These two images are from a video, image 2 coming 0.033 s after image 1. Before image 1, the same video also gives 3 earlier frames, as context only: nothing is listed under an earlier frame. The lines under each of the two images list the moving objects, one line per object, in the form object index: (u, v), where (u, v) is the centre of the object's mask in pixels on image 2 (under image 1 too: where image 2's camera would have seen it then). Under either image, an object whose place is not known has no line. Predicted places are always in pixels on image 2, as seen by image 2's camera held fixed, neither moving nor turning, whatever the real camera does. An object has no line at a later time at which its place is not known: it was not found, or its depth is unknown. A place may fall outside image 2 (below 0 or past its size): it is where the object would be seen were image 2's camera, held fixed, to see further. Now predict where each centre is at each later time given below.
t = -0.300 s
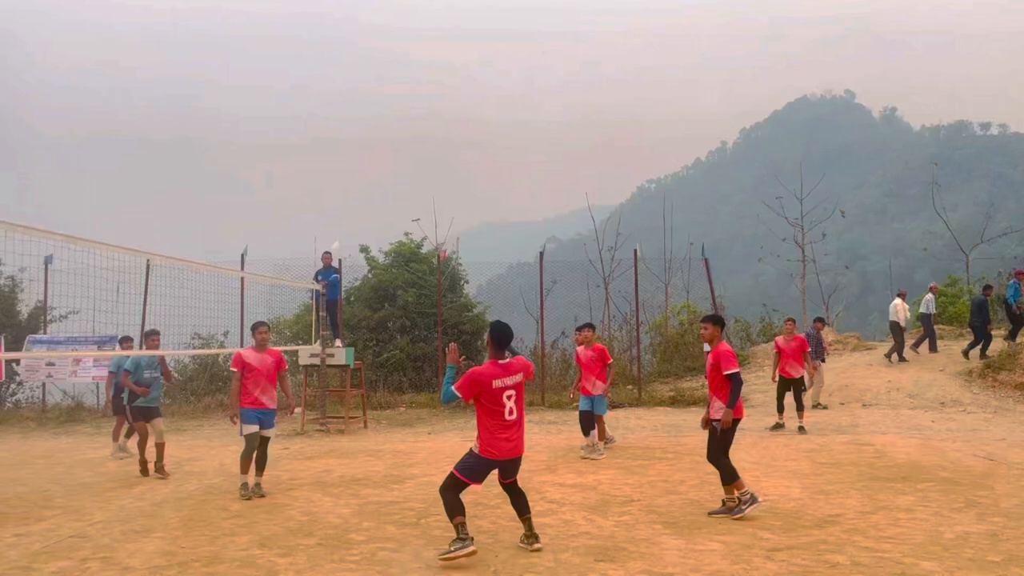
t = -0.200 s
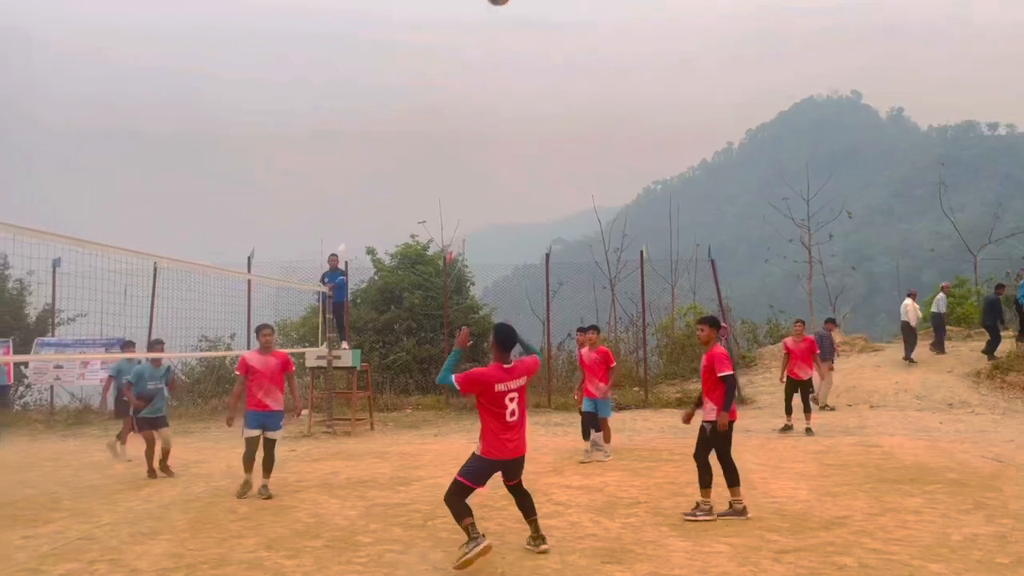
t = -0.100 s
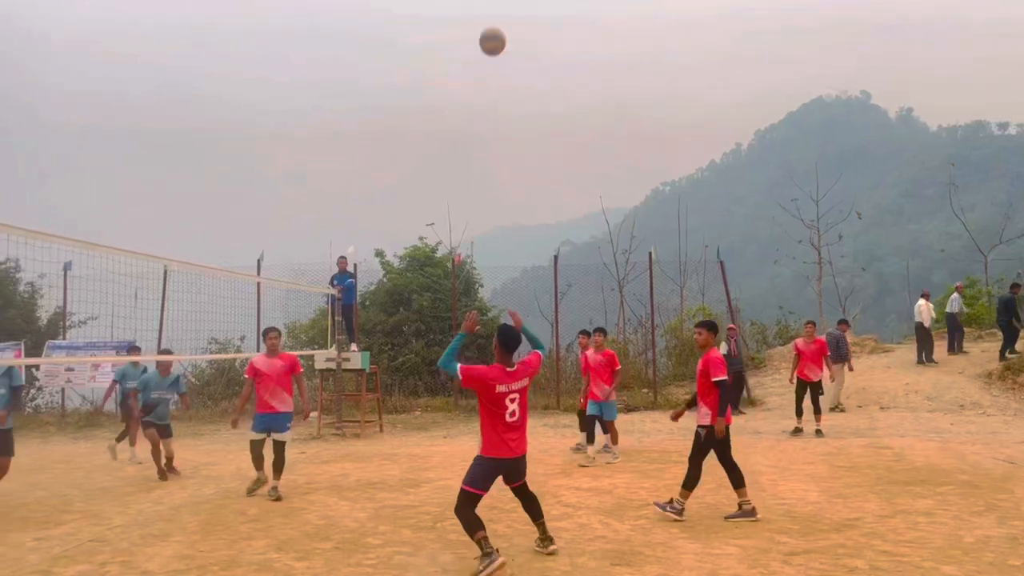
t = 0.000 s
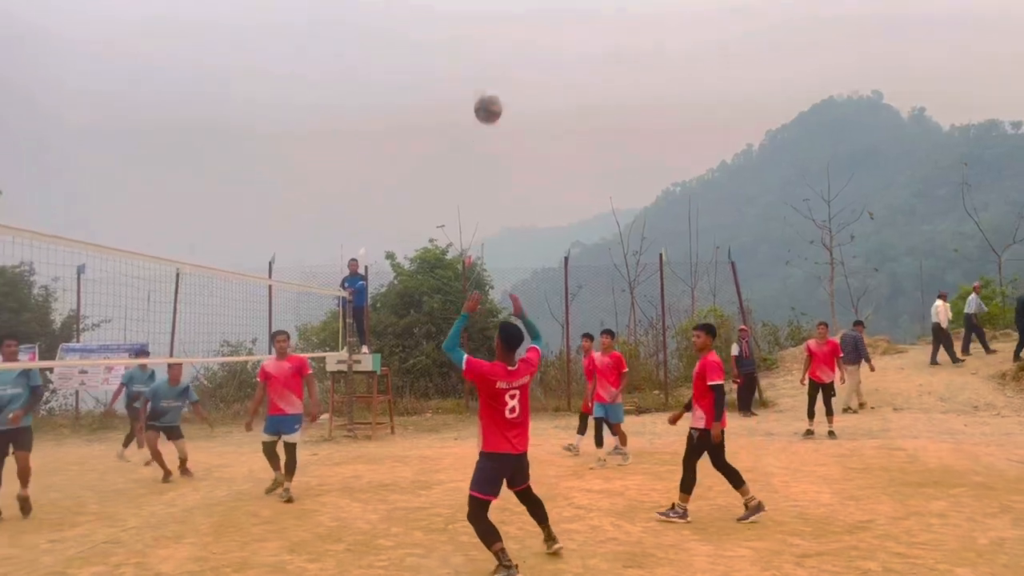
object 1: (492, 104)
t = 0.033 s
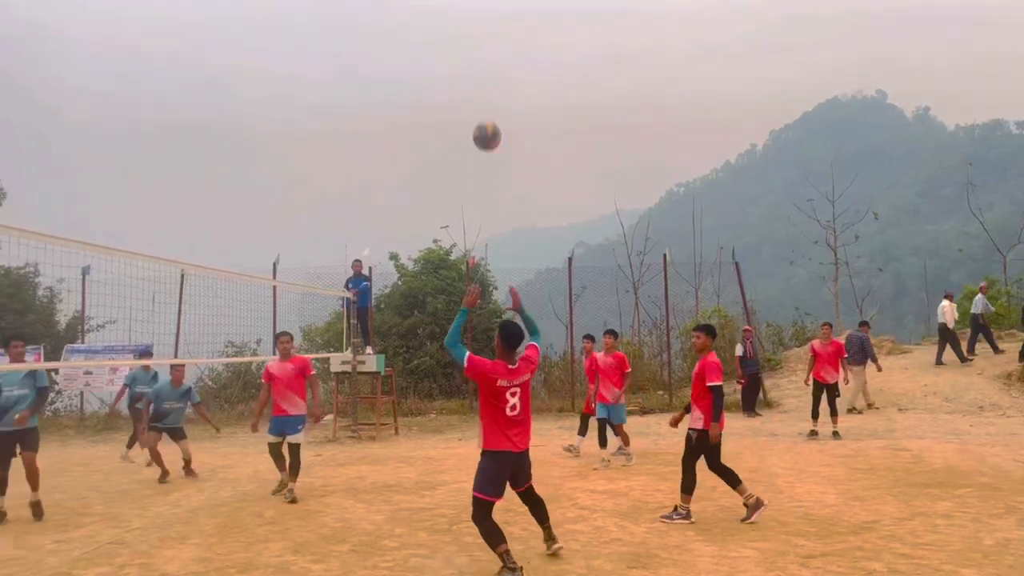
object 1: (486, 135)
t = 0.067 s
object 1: (481, 164)
